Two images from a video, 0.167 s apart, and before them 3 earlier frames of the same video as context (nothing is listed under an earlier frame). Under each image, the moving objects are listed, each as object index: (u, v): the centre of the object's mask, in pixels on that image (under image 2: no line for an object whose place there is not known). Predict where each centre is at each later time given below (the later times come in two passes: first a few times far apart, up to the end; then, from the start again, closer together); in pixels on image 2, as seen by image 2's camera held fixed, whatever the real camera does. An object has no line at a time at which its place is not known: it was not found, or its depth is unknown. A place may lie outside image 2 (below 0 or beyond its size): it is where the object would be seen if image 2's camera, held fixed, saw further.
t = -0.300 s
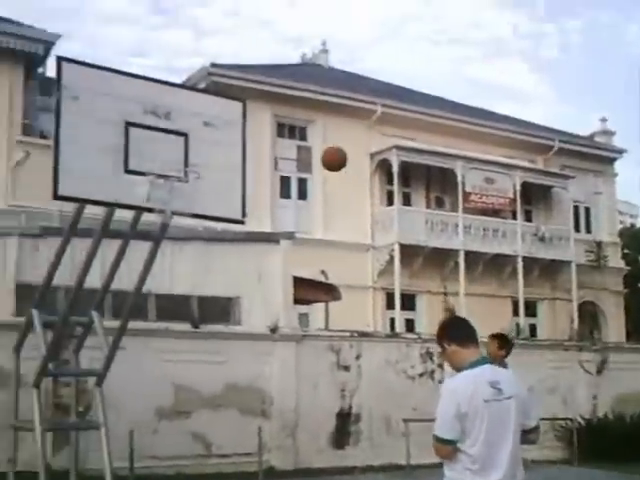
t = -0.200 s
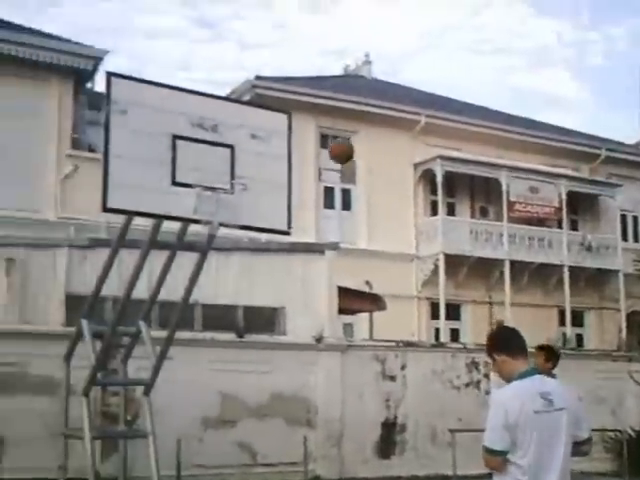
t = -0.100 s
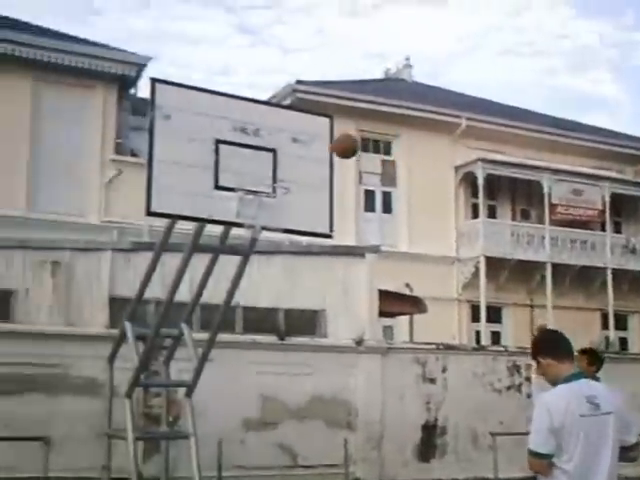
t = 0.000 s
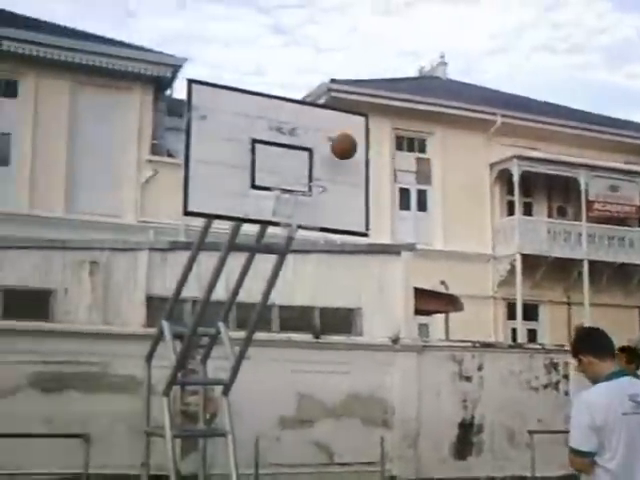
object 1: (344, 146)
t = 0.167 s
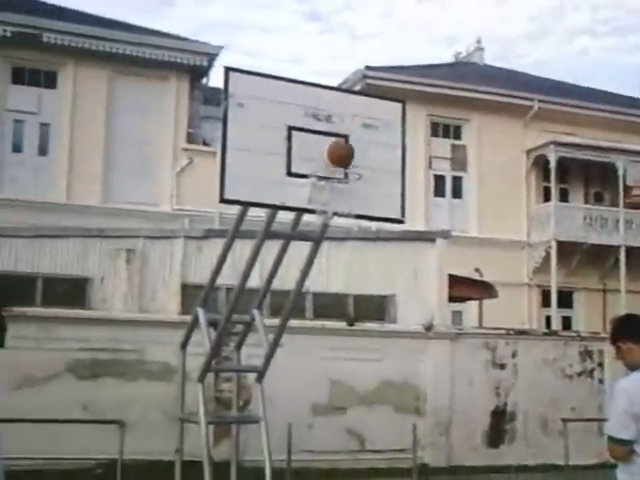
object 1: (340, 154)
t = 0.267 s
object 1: (335, 176)
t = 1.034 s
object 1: (349, 320)
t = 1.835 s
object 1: (346, 298)
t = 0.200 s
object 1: (337, 158)
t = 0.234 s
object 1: (334, 167)
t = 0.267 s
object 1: (335, 176)
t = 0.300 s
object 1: (331, 188)
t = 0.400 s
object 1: (330, 188)
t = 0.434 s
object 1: (332, 183)
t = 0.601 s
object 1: (337, 174)
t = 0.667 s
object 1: (340, 178)
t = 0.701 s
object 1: (341, 183)
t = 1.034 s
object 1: (349, 320)
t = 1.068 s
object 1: (350, 344)
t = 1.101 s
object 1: (350, 370)
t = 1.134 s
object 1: (351, 397)
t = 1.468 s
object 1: (353, 441)
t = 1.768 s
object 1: (346, 307)
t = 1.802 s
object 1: (347, 302)
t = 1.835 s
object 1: (346, 298)
